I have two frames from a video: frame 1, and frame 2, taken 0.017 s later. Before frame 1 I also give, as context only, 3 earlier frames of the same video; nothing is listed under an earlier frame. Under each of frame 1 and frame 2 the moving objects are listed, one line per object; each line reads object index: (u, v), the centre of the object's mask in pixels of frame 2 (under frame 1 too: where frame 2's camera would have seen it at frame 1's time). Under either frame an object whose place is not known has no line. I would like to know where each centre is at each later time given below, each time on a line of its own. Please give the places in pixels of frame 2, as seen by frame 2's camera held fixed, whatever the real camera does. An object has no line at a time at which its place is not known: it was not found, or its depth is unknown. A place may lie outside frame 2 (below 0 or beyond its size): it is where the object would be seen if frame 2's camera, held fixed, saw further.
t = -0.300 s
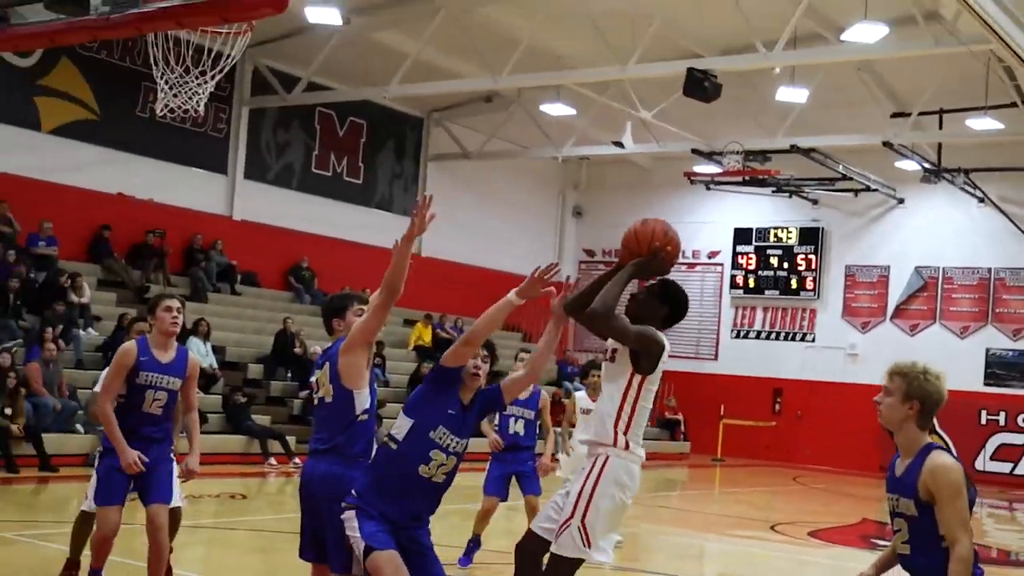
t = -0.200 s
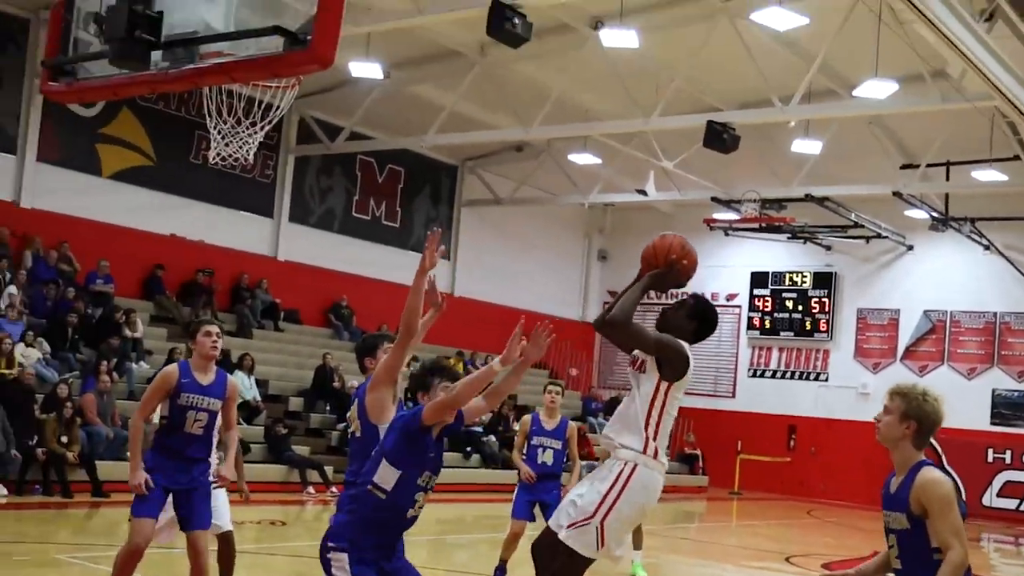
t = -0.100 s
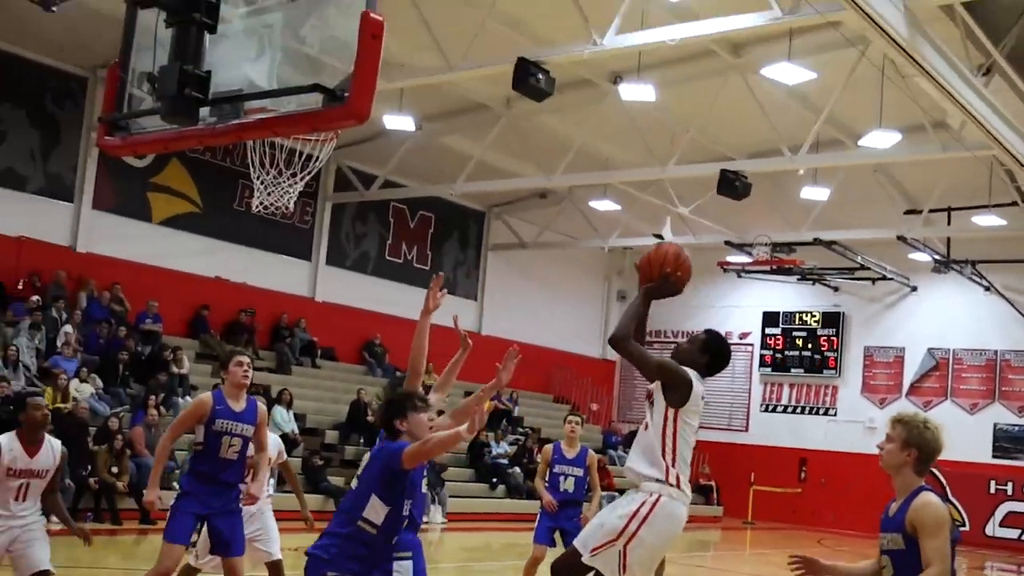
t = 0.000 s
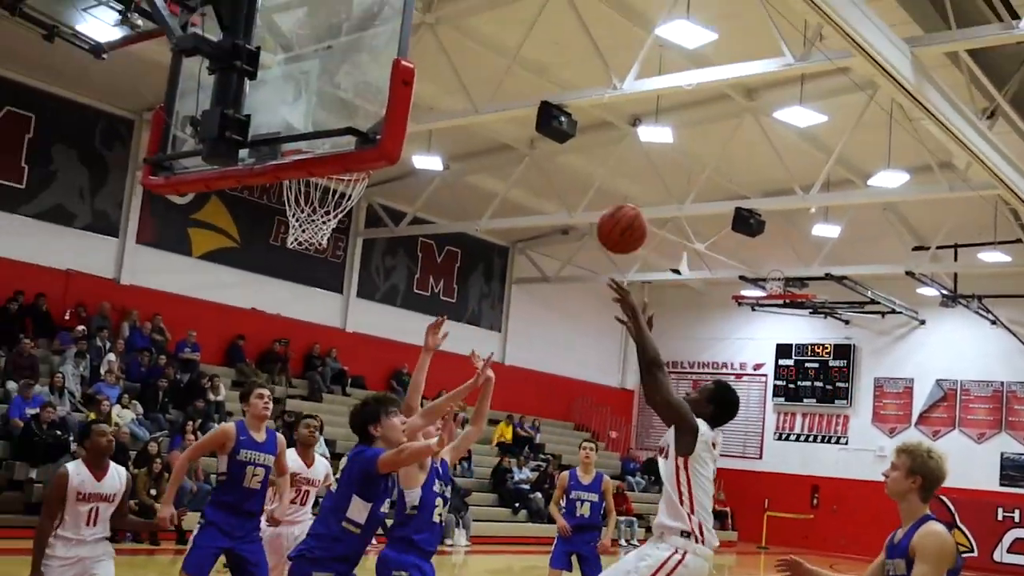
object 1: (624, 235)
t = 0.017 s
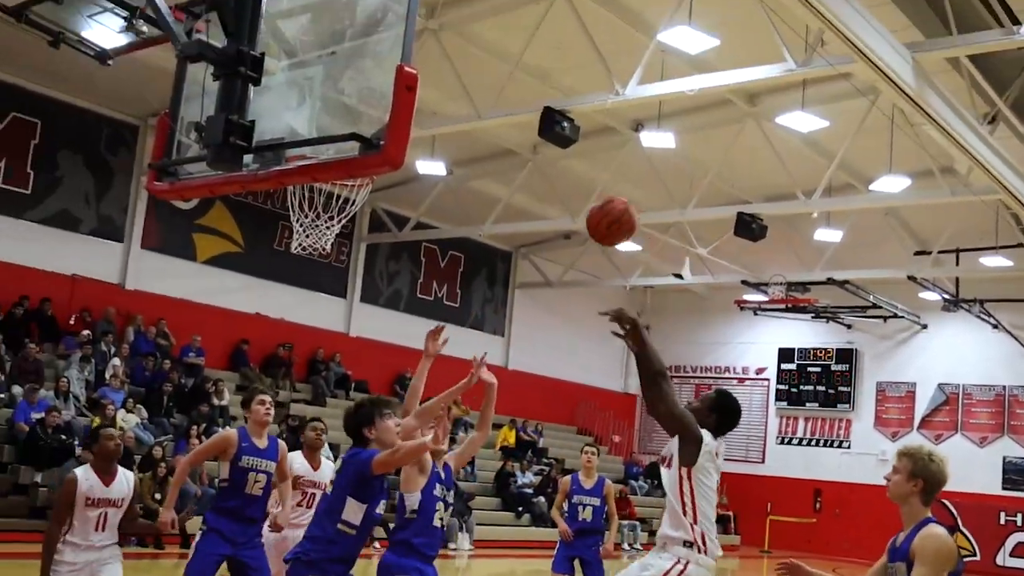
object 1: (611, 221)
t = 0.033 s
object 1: (598, 207)
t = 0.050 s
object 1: (584, 195)
